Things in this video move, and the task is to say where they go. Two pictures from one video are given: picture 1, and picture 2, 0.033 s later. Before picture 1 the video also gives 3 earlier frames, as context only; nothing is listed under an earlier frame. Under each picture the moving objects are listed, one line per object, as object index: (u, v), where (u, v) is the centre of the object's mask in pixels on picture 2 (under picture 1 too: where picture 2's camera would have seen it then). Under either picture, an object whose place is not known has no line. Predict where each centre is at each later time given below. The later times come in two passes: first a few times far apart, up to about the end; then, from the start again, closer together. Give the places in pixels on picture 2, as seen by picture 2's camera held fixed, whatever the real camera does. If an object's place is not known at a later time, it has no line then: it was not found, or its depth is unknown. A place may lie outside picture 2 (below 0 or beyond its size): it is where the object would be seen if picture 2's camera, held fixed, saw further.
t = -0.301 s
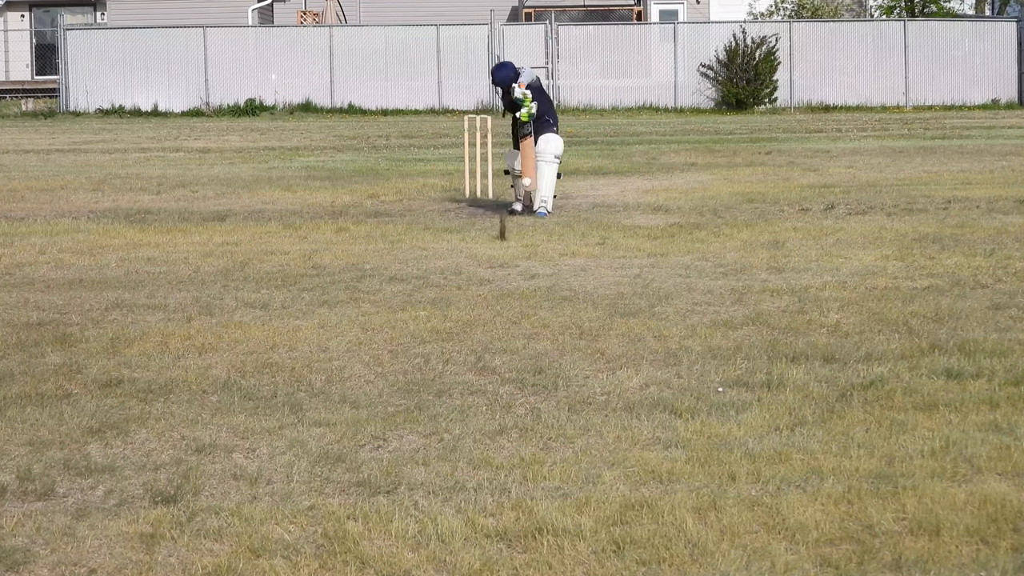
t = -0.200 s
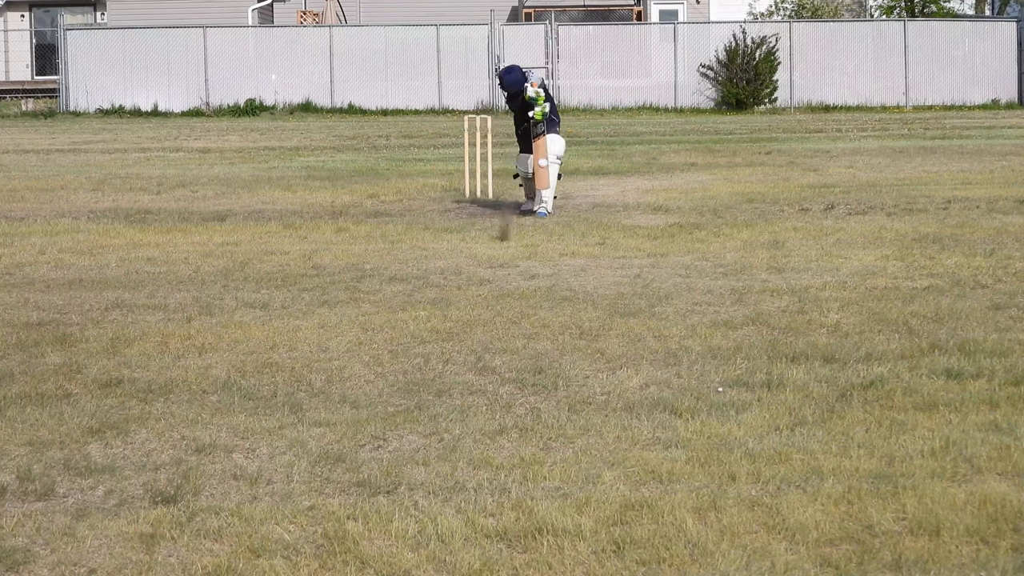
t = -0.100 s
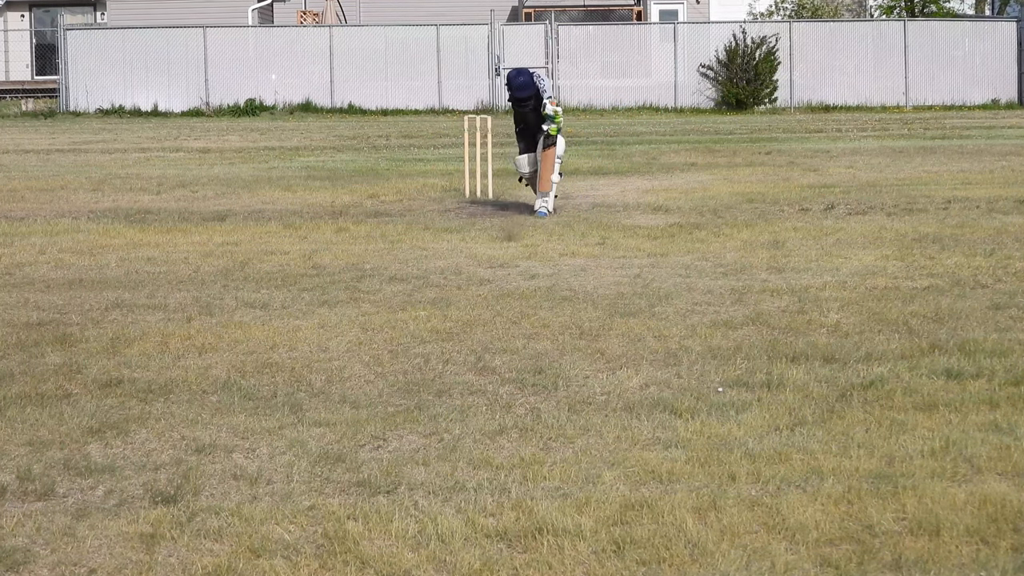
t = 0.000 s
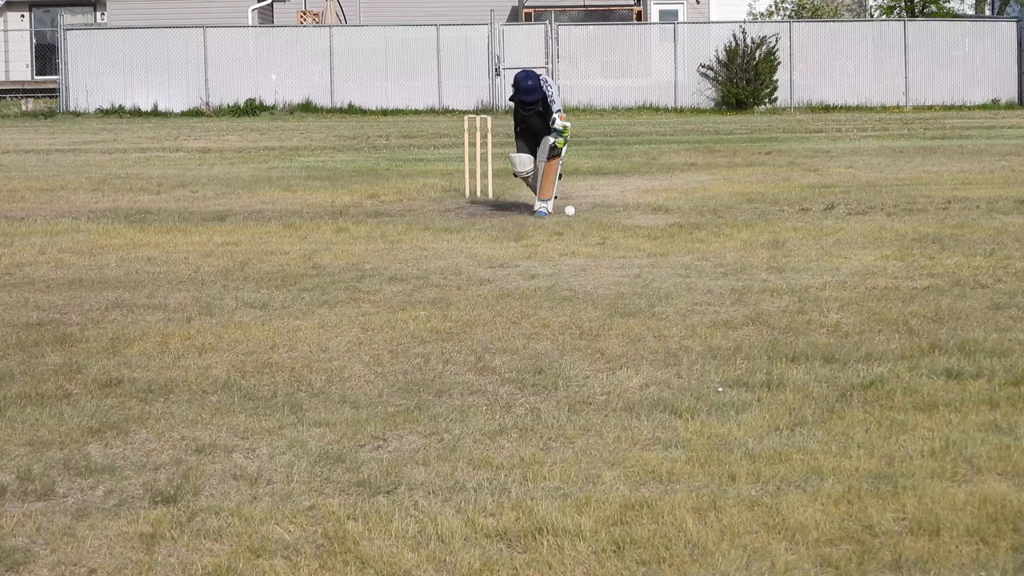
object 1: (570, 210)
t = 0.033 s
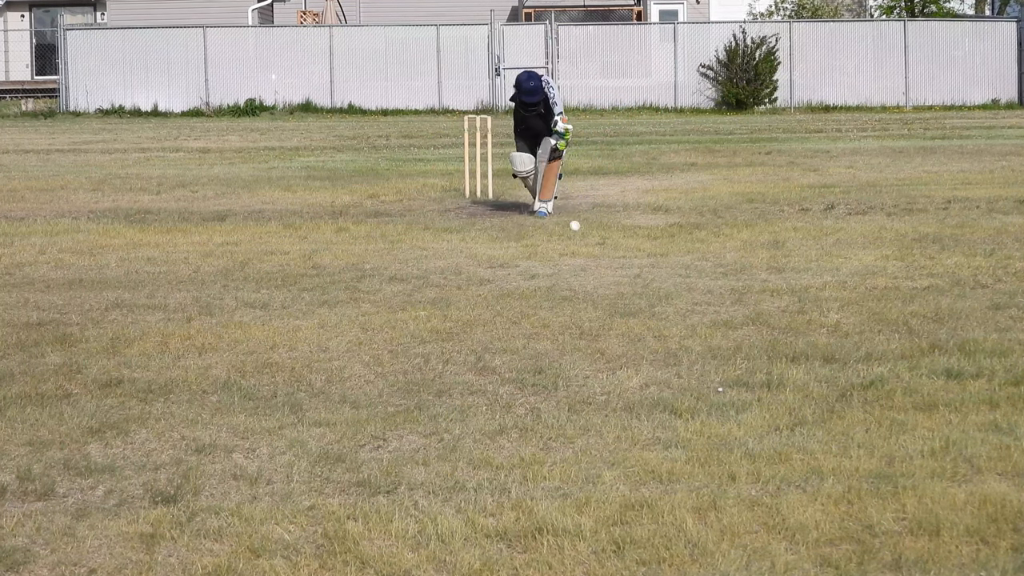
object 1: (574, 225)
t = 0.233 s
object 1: (608, 232)
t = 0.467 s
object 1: (654, 260)
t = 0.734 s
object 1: (712, 265)
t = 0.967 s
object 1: (768, 300)
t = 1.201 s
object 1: (827, 332)
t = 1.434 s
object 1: (898, 364)
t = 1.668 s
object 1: (981, 400)
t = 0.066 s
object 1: (580, 241)
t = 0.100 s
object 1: (585, 236)
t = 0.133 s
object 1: (590, 233)
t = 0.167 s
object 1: (596, 231)
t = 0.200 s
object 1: (602, 231)
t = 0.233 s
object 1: (608, 232)
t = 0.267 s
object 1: (614, 235)
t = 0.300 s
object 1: (621, 241)
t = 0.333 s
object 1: (628, 249)
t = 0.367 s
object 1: (634, 259)
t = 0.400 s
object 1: (641, 262)
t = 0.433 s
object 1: (647, 260)
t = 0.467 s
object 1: (654, 260)
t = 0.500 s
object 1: (661, 262)
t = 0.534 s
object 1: (668, 267)
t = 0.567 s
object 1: (676, 274)
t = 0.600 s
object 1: (683, 275)
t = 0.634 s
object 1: (690, 269)
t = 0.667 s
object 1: (697, 266)
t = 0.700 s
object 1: (705, 264)
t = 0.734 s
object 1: (712, 265)
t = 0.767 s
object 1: (720, 268)
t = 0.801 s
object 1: (728, 274)
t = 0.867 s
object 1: (745, 293)
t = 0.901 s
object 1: (753, 302)
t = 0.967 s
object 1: (768, 300)
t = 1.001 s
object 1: (776, 303)
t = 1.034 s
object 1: (783, 307)
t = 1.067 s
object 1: (791, 316)
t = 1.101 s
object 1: (800, 326)
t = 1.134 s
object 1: (809, 328)
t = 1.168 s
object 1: (817, 328)
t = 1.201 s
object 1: (827, 332)
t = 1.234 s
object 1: (836, 338)
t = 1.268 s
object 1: (846, 345)
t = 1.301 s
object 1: (856, 347)
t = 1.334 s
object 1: (866, 350)
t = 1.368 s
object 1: (876, 353)
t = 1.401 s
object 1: (887, 358)
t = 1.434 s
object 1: (898, 364)
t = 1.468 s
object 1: (910, 369)
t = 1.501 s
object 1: (921, 371)
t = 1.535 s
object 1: (933, 376)
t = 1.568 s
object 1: (945, 384)
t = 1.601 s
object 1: (957, 392)
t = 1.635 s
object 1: (969, 395)
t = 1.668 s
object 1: (981, 400)
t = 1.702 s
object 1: (993, 406)
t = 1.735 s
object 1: (1006, 413)
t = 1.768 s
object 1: (1016, 415)
